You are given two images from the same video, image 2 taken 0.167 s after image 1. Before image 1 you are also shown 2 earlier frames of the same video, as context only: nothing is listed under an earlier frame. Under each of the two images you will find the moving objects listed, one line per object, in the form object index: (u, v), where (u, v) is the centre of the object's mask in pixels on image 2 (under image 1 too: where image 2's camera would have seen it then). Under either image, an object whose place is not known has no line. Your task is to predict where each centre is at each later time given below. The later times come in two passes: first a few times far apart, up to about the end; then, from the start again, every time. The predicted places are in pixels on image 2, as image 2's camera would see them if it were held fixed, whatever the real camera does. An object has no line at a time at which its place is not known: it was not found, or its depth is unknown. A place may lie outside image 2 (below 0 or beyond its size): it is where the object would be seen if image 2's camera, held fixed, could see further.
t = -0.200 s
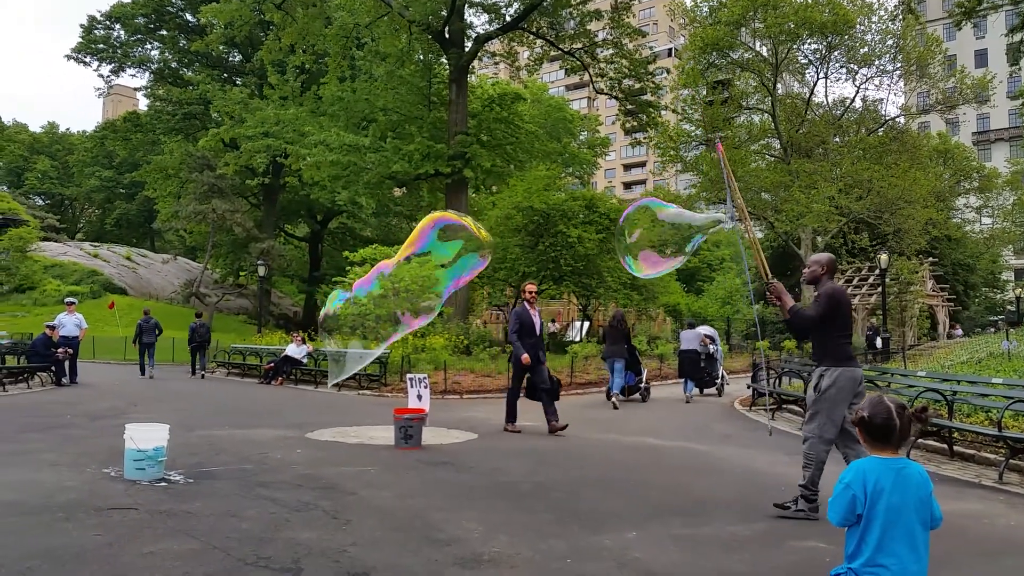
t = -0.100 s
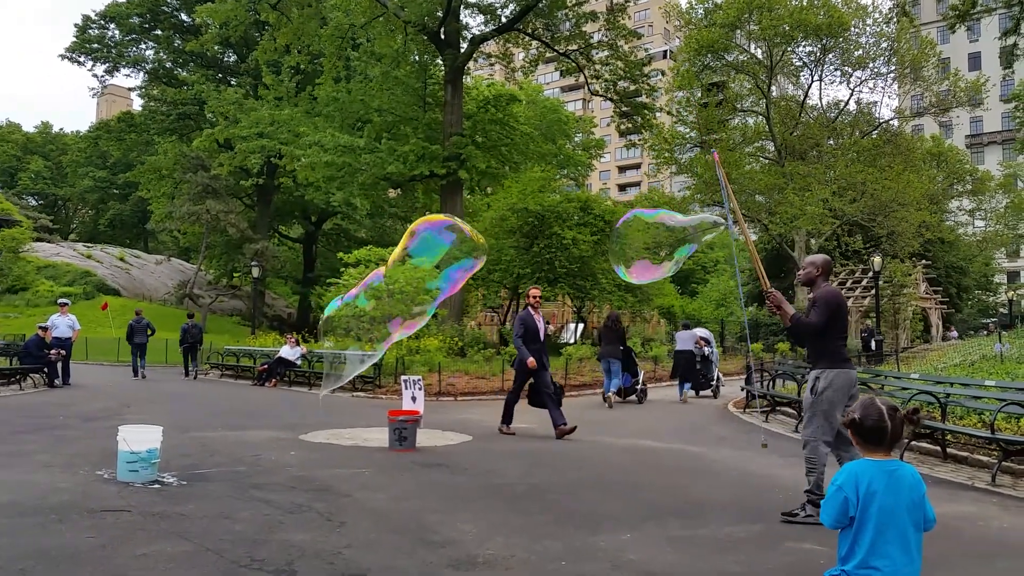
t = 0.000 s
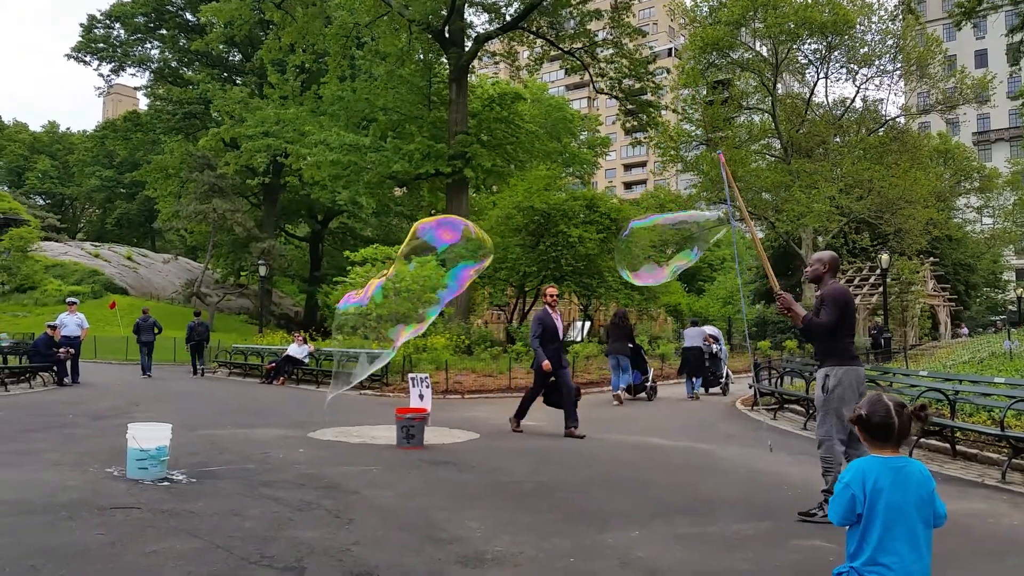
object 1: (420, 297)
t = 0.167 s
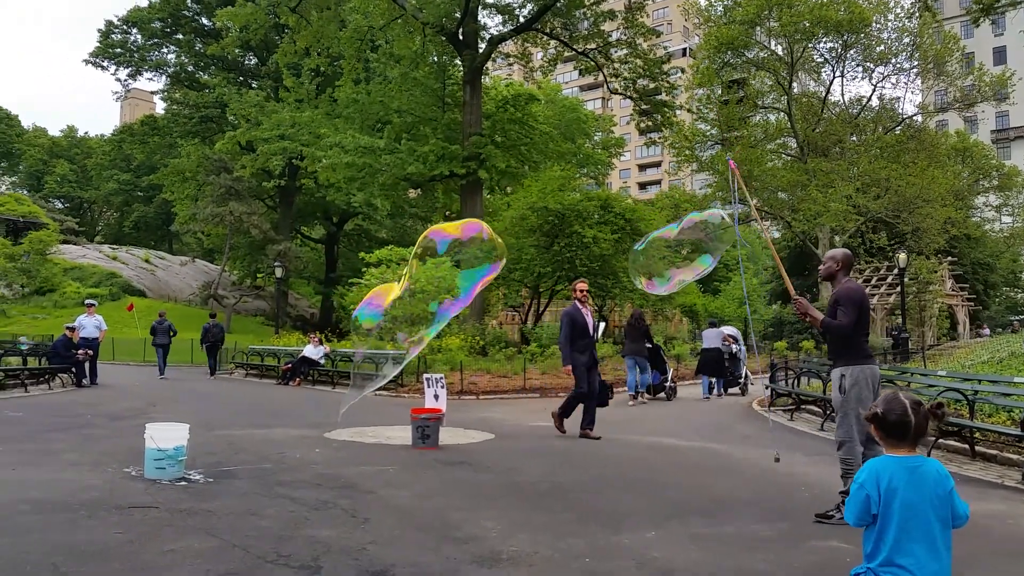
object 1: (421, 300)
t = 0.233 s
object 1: (422, 302)
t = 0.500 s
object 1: (431, 303)
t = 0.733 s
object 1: (434, 309)
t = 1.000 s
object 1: (436, 315)
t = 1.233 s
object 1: (438, 321)
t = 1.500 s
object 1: (442, 324)
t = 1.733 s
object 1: (447, 328)
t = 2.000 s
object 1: (449, 335)
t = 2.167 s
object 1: (453, 335)
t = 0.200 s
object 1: (421, 302)
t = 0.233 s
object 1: (422, 302)
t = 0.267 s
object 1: (422, 303)
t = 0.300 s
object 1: (423, 304)
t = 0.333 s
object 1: (423, 305)
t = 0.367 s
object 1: (424, 305)
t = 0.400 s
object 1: (424, 306)
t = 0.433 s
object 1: (425, 306)
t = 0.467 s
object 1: (433, 299)
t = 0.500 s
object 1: (431, 303)
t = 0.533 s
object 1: (430, 306)
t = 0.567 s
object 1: (431, 307)
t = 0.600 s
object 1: (432, 306)
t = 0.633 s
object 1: (432, 307)
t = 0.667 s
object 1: (432, 309)
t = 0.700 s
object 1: (433, 309)
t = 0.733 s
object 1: (434, 309)
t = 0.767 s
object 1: (435, 309)
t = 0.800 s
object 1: (435, 310)
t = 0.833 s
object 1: (435, 311)
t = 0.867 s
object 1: (435, 313)
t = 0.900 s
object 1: (435, 313)
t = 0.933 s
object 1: (436, 314)
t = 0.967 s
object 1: (436, 315)
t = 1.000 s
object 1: (436, 315)
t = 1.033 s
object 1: (436, 316)
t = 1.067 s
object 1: (437, 317)
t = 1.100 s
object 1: (437, 318)
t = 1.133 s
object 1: (437, 318)
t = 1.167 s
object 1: (437, 319)
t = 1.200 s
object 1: (437, 321)
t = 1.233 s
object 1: (438, 321)
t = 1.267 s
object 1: (438, 321)
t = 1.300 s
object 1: (441, 318)
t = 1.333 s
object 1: (439, 322)
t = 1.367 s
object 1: (438, 324)
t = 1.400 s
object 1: (440, 321)
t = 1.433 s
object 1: (441, 322)
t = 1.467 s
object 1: (442, 322)
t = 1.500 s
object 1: (442, 324)
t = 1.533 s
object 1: (443, 325)
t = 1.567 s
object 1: (443, 325)
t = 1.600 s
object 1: (444, 326)
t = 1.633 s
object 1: (445, 327)
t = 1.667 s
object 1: (445, 328)
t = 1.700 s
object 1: (446, 329)
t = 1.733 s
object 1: (447, 328)
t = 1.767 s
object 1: (446, 330)
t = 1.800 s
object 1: (448, 329)
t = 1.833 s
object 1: (446, 333)
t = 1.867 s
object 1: (447, 333)
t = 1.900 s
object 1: (448, 333)
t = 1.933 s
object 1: (448, 334)
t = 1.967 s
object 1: (449, 335)
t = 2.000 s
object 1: (449, 335)
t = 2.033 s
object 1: (451, 334)
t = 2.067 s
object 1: (452, 332)
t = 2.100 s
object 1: (451, 335)
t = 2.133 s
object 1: (452, 335)
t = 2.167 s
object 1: (453, 335)
